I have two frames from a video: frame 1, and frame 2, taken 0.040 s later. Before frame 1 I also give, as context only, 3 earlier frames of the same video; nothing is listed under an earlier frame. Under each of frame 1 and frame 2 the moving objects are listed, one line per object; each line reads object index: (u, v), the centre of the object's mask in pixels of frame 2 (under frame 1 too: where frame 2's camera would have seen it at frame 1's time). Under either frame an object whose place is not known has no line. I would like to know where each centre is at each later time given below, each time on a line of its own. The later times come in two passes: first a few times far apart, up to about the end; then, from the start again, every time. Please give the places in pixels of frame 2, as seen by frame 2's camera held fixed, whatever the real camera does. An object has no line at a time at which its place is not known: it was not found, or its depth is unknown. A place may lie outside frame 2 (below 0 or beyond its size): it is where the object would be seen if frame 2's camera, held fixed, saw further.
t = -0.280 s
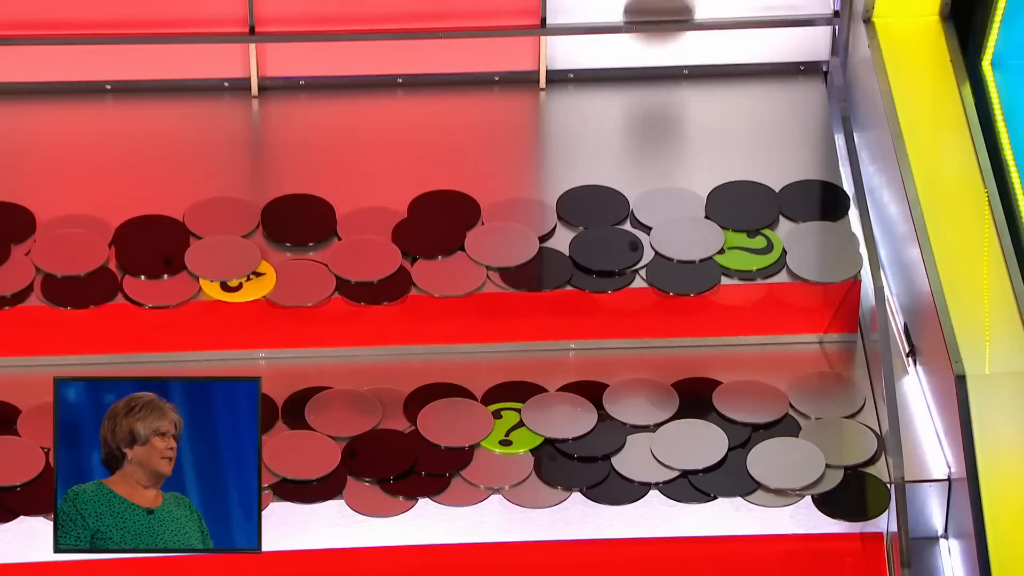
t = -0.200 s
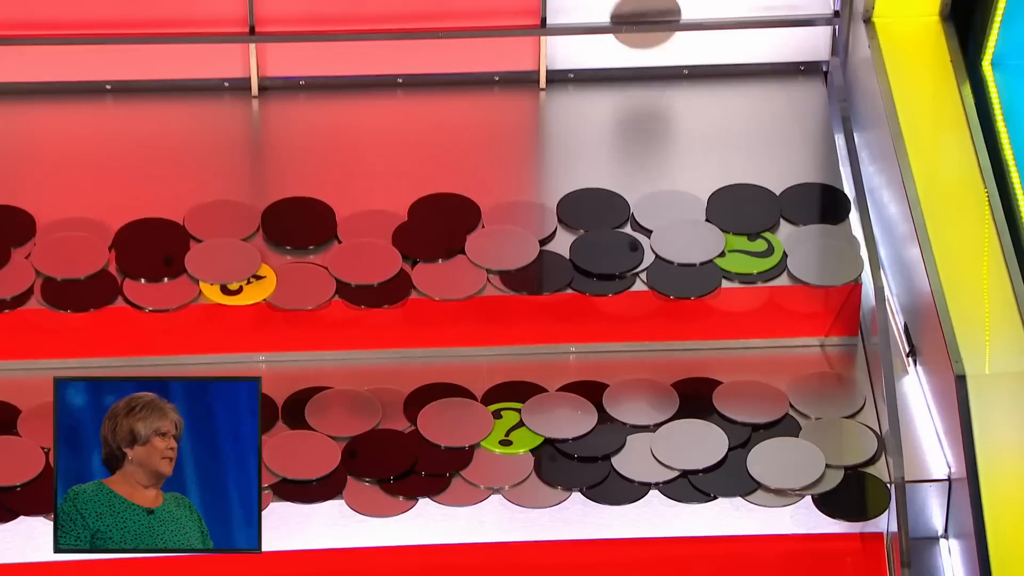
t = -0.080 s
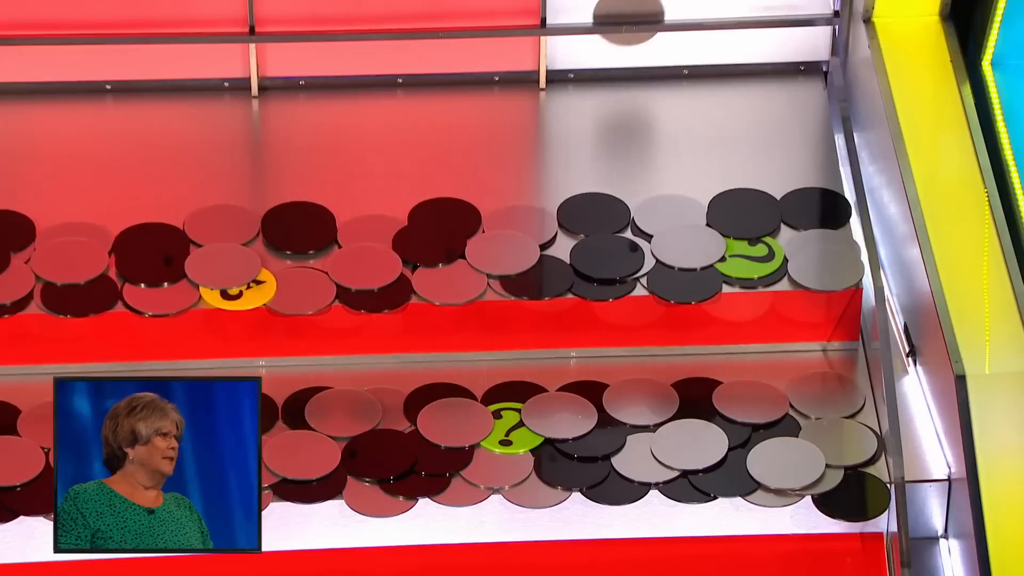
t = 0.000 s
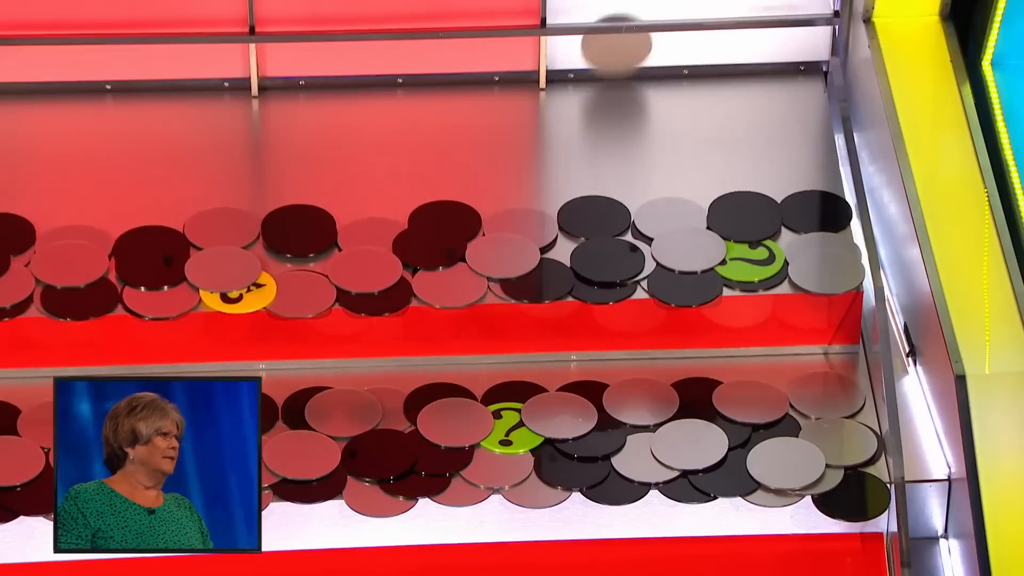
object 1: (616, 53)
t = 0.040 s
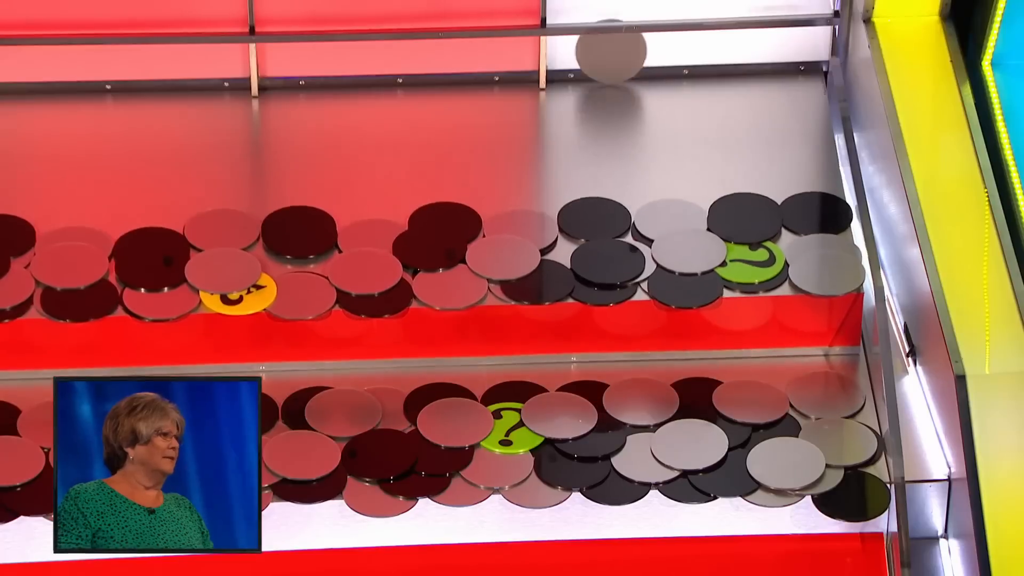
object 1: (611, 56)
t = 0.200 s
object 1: (592, 59)
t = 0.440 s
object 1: (582, 64)
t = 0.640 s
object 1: (583, 75)
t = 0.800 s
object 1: (585, 100)
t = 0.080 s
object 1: (606, 56)
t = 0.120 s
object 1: (601, 58)
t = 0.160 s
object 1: (596, 58)
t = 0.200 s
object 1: (592, 59)
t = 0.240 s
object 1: (588, 60)
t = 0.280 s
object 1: (584, 61)
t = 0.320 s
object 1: (582, 62)
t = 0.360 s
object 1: (582, 62)
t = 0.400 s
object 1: (582, 63)
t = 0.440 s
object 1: (582, 64)
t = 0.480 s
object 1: (582, 64)
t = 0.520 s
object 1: (582, 65)
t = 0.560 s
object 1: (582, 66)
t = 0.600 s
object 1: (582, 68)
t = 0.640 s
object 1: (583, 75)
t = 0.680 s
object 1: (583, 84)
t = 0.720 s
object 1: (583, 96)
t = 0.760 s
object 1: (584, 102)
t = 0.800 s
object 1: (585, 100)
